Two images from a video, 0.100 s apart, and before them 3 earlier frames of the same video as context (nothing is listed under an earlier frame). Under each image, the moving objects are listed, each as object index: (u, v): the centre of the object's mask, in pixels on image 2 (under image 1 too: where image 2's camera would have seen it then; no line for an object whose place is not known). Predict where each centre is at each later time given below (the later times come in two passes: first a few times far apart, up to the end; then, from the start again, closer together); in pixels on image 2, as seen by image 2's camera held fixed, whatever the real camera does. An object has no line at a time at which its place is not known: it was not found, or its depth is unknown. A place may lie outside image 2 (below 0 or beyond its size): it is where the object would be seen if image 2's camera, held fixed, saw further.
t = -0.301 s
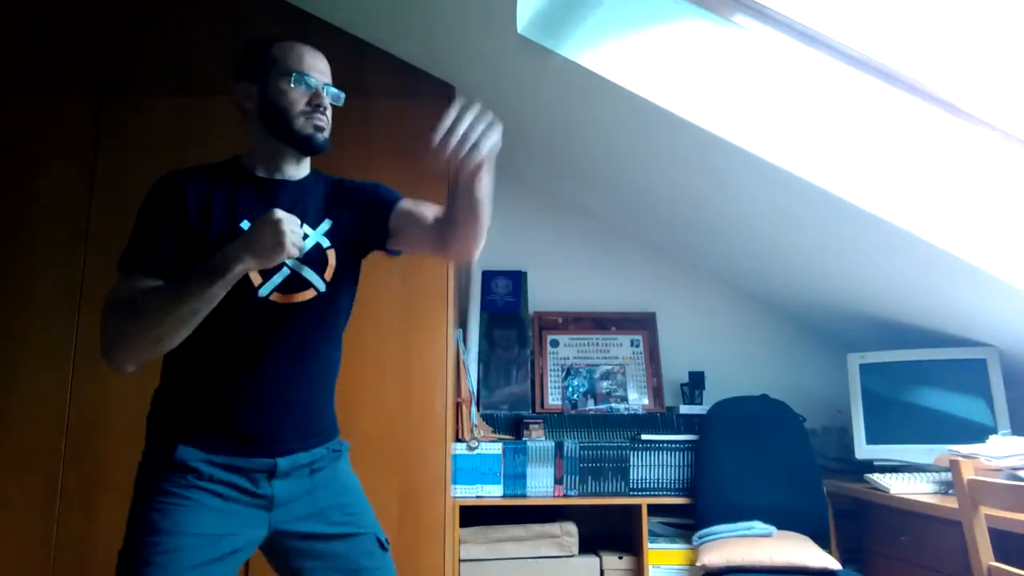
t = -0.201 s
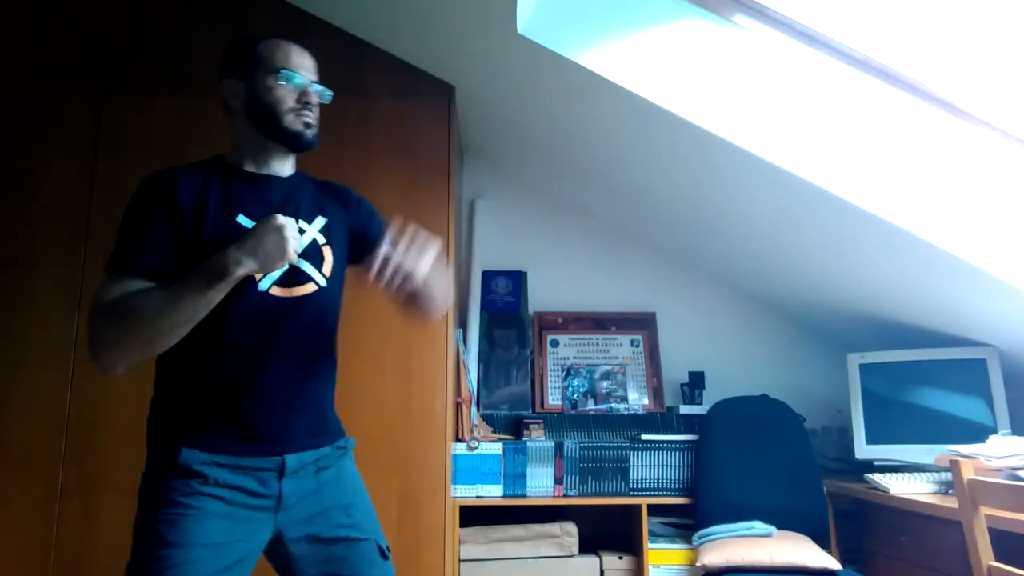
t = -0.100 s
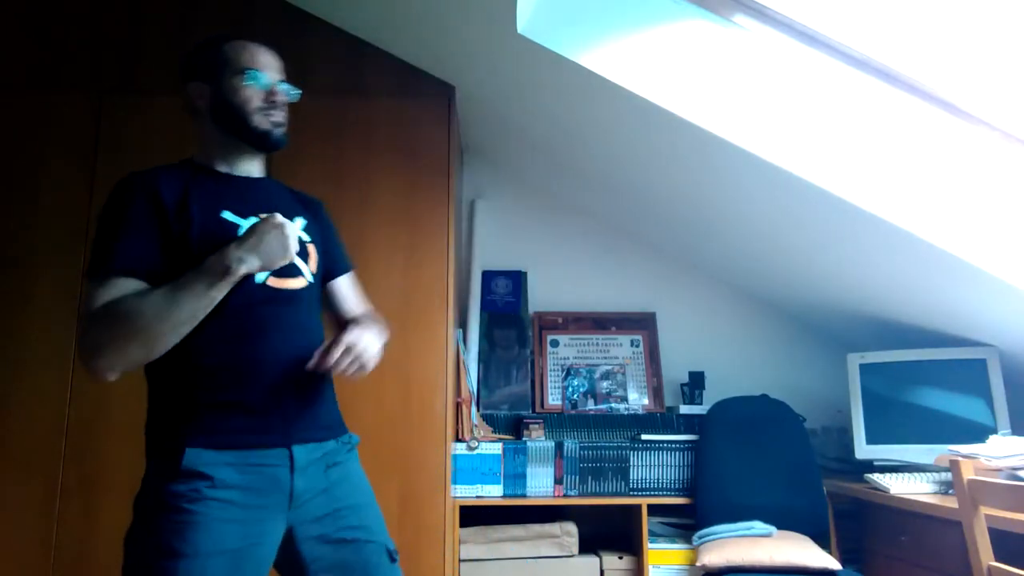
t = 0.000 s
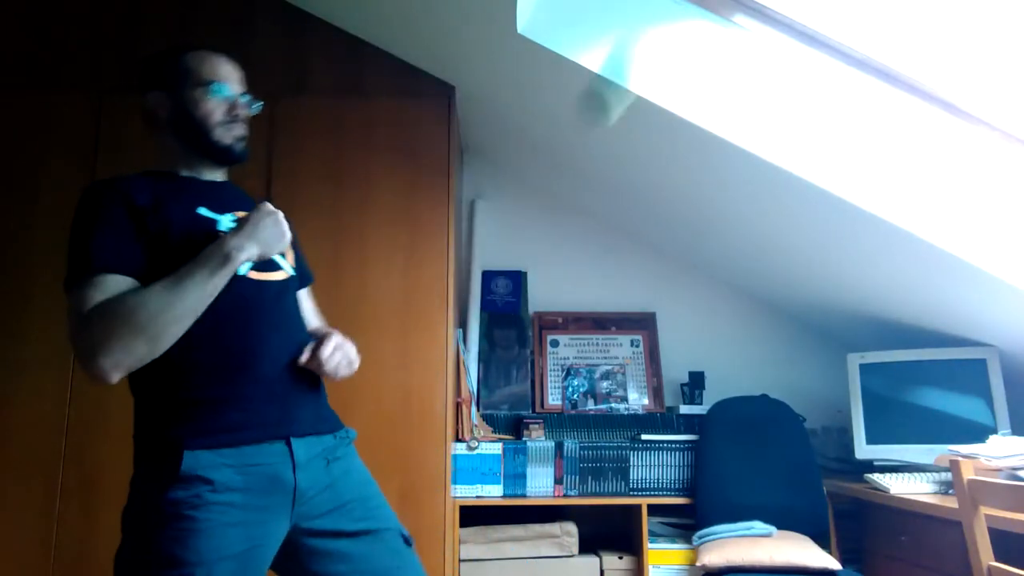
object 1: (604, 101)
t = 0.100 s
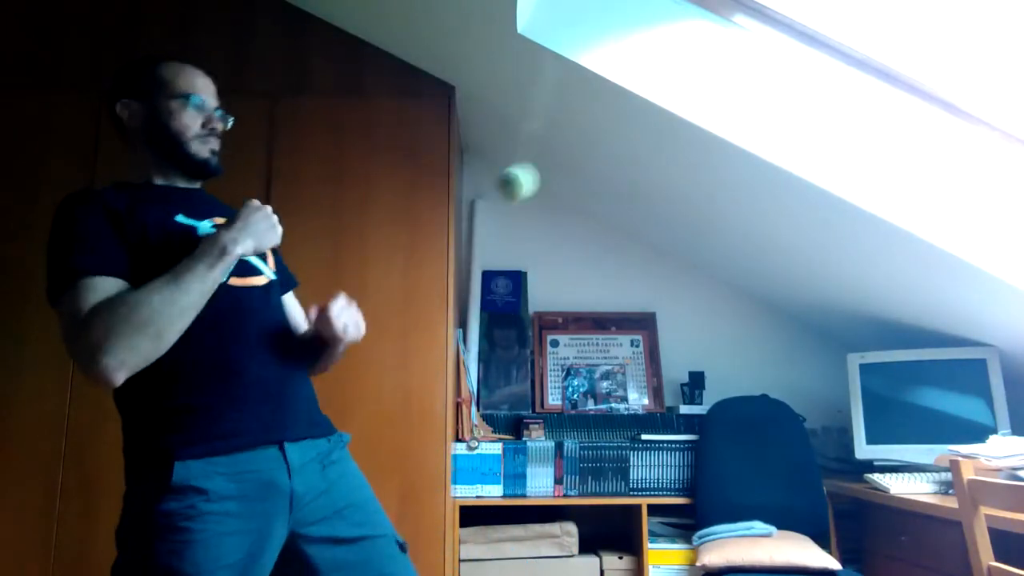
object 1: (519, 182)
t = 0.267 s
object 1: (497, 143)
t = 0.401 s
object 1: (521, 77)
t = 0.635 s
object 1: (494, 168)
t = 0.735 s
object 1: (515, 189)
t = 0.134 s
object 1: (504, 185)
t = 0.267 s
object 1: (497, 143)
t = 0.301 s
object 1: (501, 128)
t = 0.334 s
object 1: (508, 113)
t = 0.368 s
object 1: (514, 98)
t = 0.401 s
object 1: (521, 77)
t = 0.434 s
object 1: (517, 78)
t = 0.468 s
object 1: (513, 97)
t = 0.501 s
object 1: (508, 107)
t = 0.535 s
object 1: (504, 119)
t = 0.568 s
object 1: (499, 135)
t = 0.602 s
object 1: (495, 153)
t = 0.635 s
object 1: (494, 168)
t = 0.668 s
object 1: (497, 176)
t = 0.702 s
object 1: (504, 184)
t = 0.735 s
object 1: (515, 189)
